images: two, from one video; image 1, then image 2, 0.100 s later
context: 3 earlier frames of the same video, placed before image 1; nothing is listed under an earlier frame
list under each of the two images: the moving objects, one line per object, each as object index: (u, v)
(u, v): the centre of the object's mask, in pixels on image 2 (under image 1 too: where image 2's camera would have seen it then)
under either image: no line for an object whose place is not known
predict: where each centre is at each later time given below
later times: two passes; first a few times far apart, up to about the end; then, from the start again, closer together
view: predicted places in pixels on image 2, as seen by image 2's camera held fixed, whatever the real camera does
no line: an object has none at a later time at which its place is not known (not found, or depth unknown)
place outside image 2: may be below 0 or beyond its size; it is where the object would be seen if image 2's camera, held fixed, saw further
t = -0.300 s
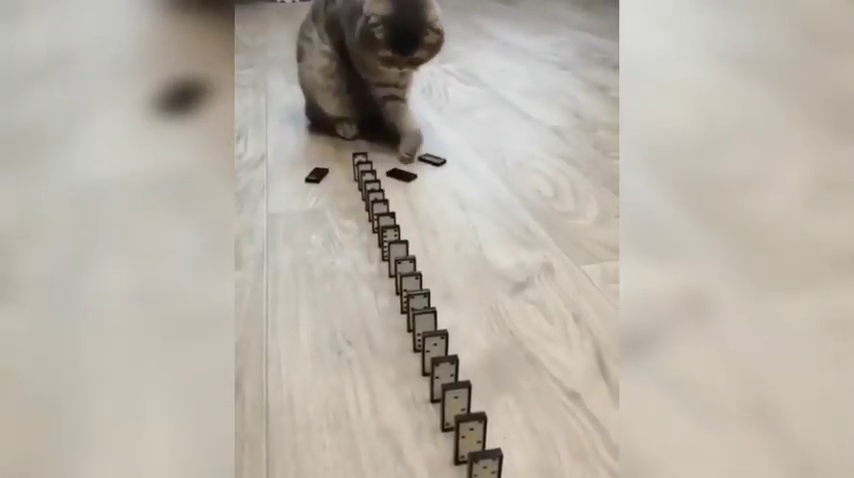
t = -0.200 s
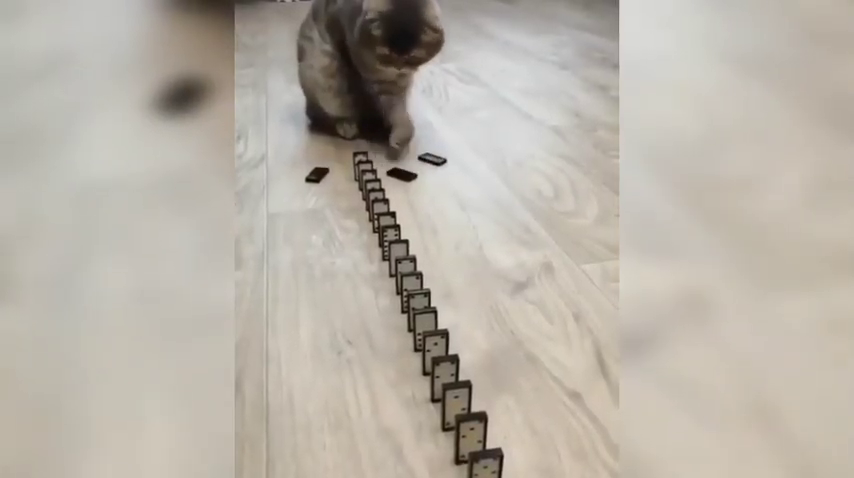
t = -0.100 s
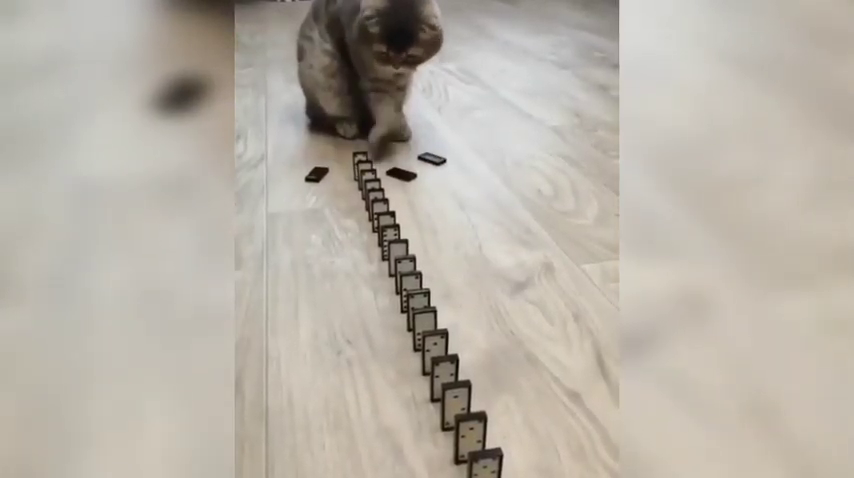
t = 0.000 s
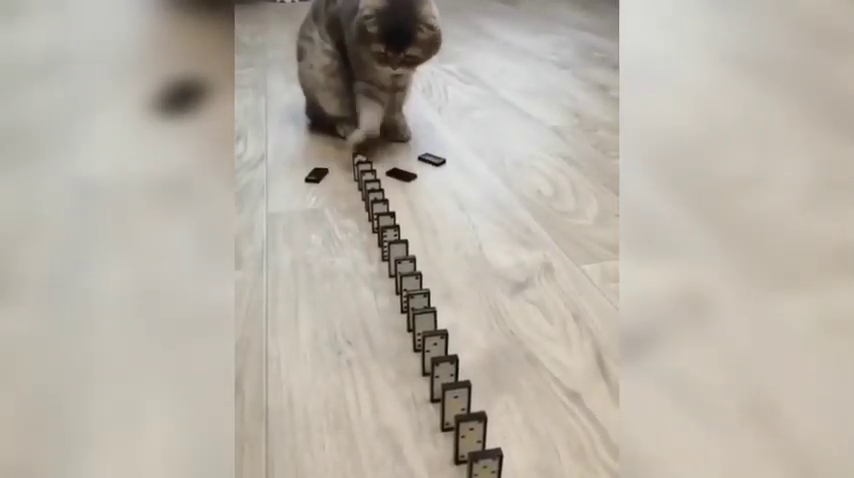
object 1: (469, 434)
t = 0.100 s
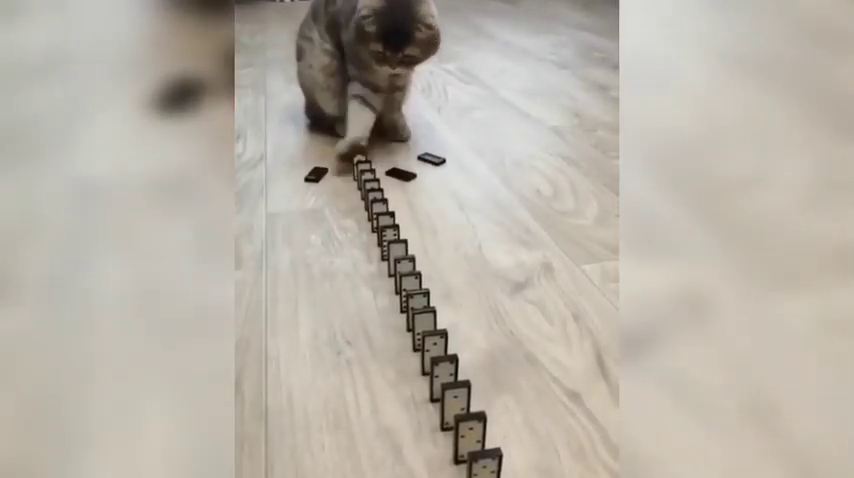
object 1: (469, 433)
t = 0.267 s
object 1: (469, 433)
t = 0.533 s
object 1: (469, 433)
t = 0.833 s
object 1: (468, 433)
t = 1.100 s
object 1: (469, 458)
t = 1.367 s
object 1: (468, 456)
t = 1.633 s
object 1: (467, 455)
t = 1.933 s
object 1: (467, 455)
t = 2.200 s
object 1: (466, 455)
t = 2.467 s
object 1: (467, 454)
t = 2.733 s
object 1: (467, 454)
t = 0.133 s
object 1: (469, 433)
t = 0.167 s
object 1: (469, 433)
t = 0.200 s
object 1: (469, 433)
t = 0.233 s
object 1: (469, 433)
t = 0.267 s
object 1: (469, 433)
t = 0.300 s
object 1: (469, 433)
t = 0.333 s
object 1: (469, 433)
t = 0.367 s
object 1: (469, 433)
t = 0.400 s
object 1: (469, 433)
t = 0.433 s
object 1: (469, 433)
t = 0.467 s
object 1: (469, 433)
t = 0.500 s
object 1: (469, 433)
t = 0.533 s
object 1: (469, 433)
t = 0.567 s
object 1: (469, 433)
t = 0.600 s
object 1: (469, 433)
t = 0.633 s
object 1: (469, 433)
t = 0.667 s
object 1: (469, 433)
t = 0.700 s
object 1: (469, 433)
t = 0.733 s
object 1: (469, 433)
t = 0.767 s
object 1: (468, 433)
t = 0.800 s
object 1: (468, 433)
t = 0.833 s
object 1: (468, 433)
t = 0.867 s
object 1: (468, 433)
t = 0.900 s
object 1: (468, 433)
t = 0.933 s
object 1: (466, 430)
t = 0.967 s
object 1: (462, 442)
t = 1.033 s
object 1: (468, 453)
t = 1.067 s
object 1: (469, 457)
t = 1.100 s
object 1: (469, 458)
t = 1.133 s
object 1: (468, 456)
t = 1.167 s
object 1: (468, 456)
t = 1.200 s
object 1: (467, 456)
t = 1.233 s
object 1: (468, 455)
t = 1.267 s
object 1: (468, 455)
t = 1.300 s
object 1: (468, 456)
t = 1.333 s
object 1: (468, 456)
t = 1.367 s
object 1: (468, 456)
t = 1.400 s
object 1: (468, 456)
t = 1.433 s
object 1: (468, 455)
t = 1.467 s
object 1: (467, 455)
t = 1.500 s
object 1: (467, 455)
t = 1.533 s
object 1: (467, 455)
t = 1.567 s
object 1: (467, 455)
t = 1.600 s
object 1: (467, 455)
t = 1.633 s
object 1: (467, 455)
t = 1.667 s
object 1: (467, 455)
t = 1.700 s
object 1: (467, 455)
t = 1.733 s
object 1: (467, 455)
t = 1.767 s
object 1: (467, 455)
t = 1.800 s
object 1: (467, 455)
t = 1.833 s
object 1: (467, 455)
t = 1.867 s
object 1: (467, 455)
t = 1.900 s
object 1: (467, 455)
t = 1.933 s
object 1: (467, 455)
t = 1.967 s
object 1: (467, 455)
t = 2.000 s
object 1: (467, 455)
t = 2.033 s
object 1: (467, 455)
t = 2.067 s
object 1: (467, 455)
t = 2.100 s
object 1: (467, 454)
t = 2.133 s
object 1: (467, 454)
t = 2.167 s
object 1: (467, 455)
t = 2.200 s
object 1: (466, 455)
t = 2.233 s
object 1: (466, 455)
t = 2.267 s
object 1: (467, 455)
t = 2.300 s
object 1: (467, 455)
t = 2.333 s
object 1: (467, 455)
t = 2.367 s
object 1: (467, 455)
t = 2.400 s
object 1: (467, 455)
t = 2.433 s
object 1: (467, 454)
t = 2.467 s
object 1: (467, 454)
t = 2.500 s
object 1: (467, 454)
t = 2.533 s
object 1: (467, 455)
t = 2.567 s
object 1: (467, 455)
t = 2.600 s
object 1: (467, 455)
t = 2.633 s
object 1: (467, 455)
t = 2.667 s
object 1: (467, 455)
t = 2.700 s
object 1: (467, 455)
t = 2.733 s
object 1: (467, 454)
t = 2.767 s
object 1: (467, 454)
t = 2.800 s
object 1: (467, 454)
